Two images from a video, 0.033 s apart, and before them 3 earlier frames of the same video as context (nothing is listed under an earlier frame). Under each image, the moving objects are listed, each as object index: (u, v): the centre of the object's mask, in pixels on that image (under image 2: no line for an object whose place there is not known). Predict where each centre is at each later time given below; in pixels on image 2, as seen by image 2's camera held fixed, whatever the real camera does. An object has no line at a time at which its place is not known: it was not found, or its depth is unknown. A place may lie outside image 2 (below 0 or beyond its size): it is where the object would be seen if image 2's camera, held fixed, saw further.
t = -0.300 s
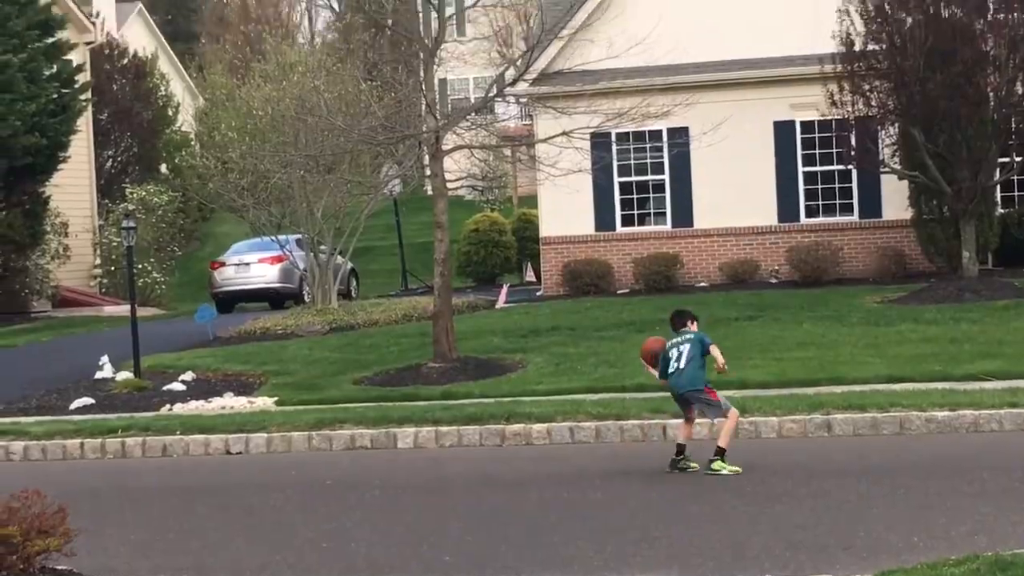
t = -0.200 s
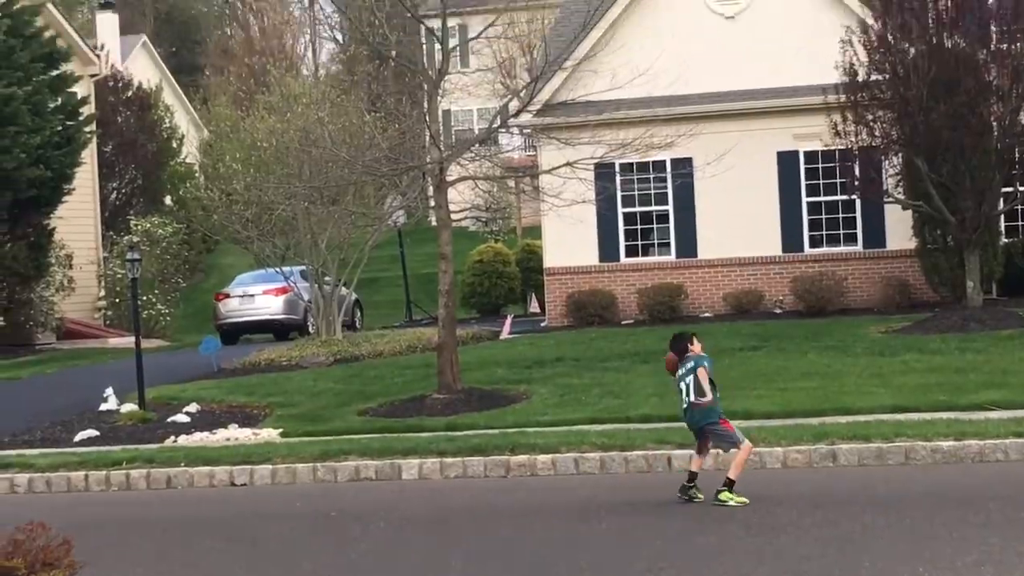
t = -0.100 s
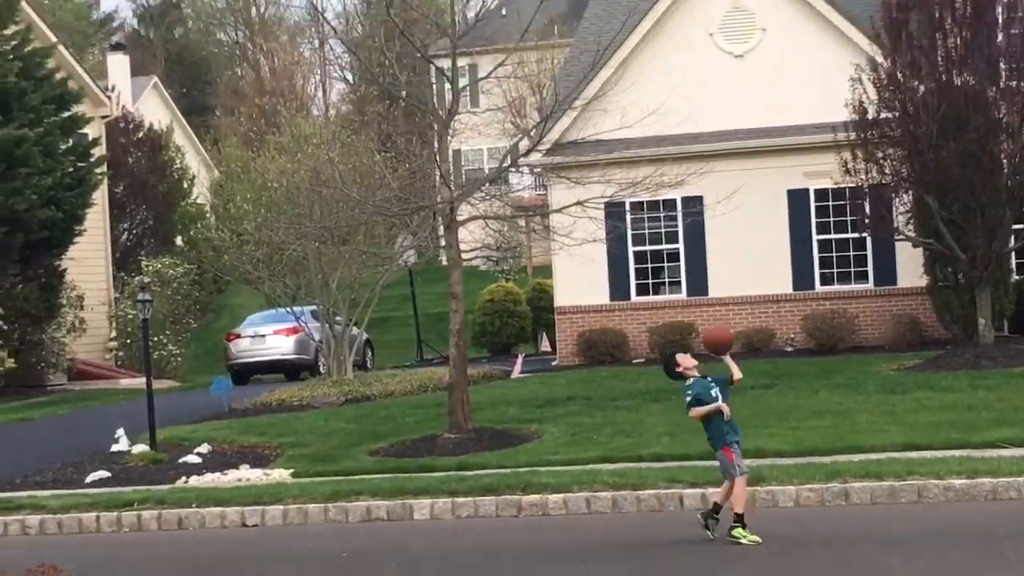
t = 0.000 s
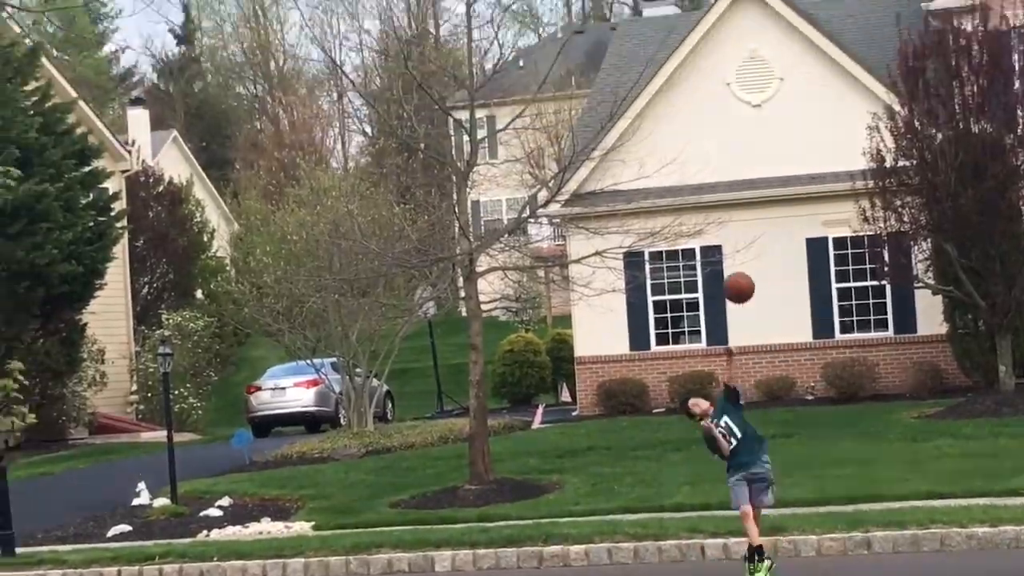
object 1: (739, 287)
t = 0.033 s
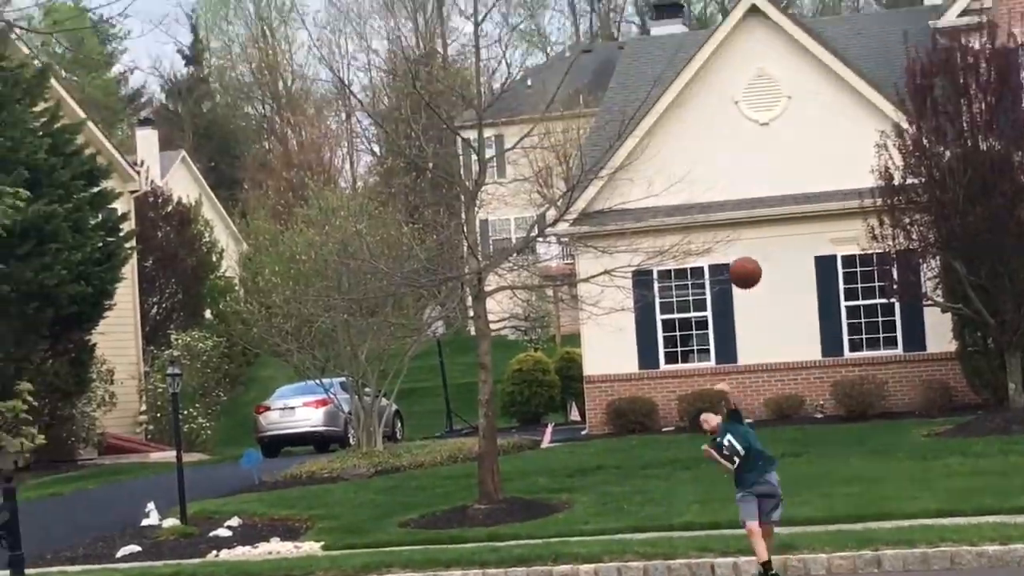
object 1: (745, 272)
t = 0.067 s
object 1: (743, 240)
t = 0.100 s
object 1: (742, 209)
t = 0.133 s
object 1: (740, 178)
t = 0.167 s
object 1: (738, 148)
